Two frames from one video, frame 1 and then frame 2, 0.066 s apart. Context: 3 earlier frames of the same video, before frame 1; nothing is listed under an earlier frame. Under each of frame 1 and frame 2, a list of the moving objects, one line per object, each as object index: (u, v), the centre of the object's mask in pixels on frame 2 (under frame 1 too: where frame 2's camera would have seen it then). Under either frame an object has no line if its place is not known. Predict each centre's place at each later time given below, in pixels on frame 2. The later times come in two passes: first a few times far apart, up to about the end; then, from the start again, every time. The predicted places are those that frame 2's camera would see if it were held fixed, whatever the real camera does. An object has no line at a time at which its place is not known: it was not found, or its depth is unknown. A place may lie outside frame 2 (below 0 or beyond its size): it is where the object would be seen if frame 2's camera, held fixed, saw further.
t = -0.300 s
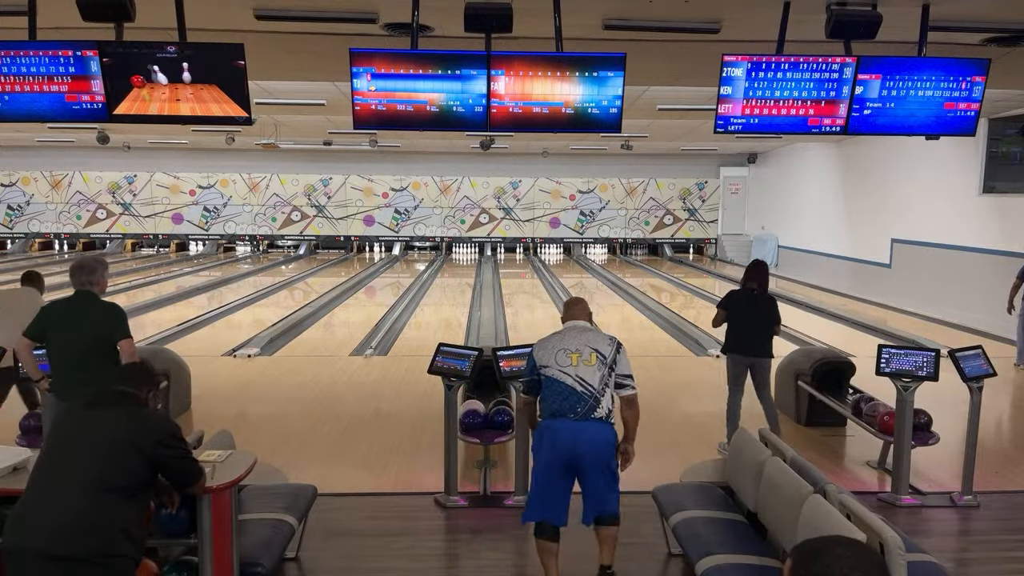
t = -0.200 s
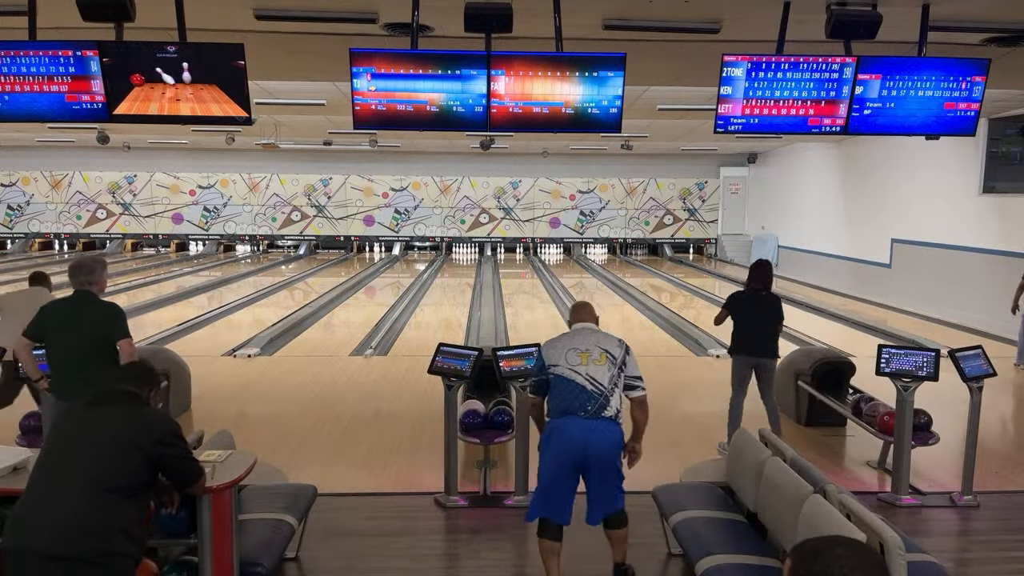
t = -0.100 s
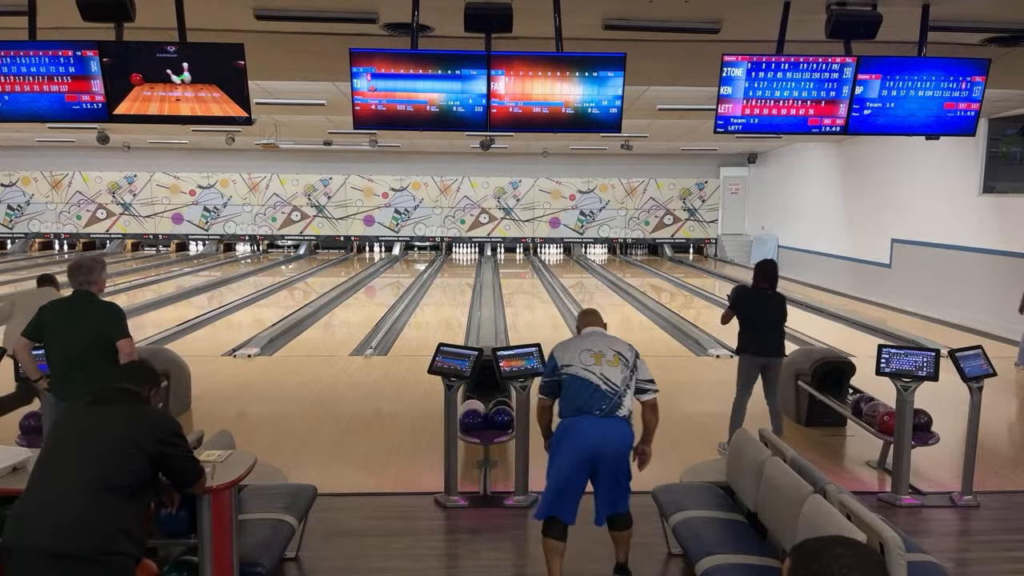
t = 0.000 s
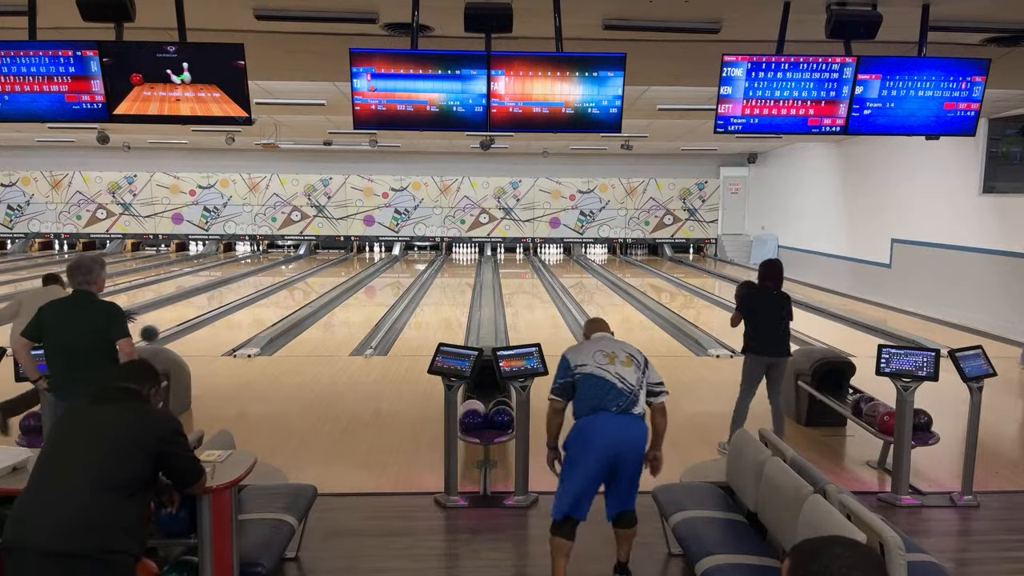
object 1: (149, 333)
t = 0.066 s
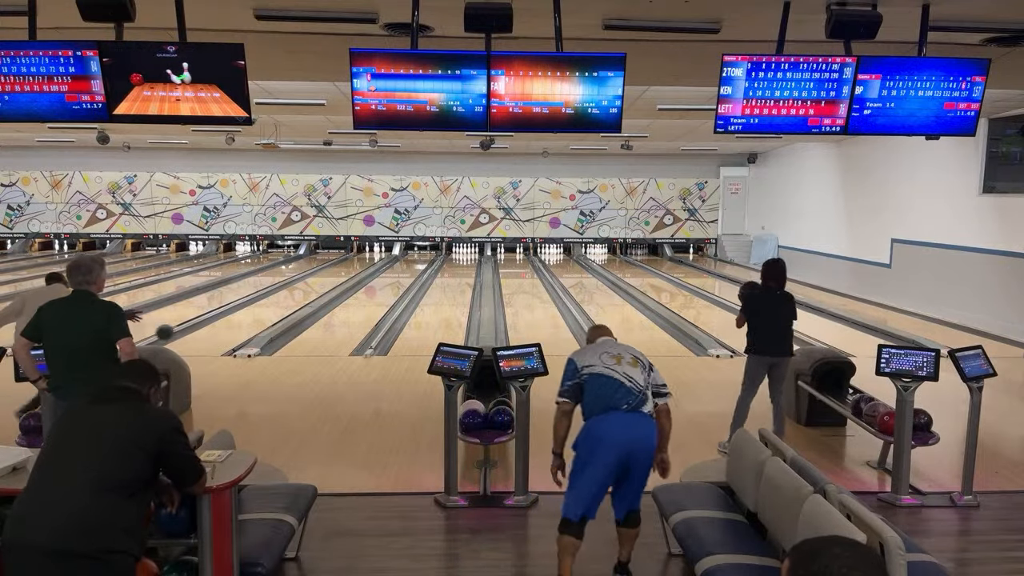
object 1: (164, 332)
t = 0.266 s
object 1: (205, 345)
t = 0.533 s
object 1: (243, 326)
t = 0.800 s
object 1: (272, 311)
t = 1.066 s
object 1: (294, 299)
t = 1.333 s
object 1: (312, 290)
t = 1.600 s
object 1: (326, 283)
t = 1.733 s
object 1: (332, 279)
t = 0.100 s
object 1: (172, 333)
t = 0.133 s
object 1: (179, 334)
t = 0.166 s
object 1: (186, 338)
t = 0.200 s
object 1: (193, 340)
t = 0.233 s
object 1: (199, 343)
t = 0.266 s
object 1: (205, 345)
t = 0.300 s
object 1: (210, 340)
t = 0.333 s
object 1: (215, 337)
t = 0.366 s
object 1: (220, 334)
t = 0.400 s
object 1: (225, 332)
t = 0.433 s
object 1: (230, 331)
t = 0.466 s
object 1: (234, 330)
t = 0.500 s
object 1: (239, 328)
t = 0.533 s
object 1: (243, 326)
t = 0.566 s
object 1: (247, 324)
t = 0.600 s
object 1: (251, 322)
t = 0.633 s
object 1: (255, 320)
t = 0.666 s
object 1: (258, 318)
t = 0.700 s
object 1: (262, 316)
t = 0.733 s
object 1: (265, 314)
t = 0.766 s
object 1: (269, 313)
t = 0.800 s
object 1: (272, 311)
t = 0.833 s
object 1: (275, 310)
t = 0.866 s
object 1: (278, 308)
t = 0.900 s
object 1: (281, 306)
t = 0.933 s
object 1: (284, 305)
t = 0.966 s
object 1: (286, 304)
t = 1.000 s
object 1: (289, 302)
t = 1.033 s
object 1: (292, 301)
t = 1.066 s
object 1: (294, 299)
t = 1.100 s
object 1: (297, 298)
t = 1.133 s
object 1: (299, 297)
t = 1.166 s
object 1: (301, 296)
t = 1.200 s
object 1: (303, 295)
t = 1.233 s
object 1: (306, 294)
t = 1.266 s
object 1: (308, 292)
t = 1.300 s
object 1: (310, 291)
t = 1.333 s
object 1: (312, 290)
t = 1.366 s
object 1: (314, 289)
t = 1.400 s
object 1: (316, 288)
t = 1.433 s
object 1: (317, 287)
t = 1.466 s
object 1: (319, 286)
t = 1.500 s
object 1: (321, 285)
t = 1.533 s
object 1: (322, 284)
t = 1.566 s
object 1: (324, 284)
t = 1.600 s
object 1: (326, 283)
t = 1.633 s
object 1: (327, 282)
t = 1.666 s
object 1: (329, 281)
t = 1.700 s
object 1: (330, 280)
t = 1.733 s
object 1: (332, 279)
